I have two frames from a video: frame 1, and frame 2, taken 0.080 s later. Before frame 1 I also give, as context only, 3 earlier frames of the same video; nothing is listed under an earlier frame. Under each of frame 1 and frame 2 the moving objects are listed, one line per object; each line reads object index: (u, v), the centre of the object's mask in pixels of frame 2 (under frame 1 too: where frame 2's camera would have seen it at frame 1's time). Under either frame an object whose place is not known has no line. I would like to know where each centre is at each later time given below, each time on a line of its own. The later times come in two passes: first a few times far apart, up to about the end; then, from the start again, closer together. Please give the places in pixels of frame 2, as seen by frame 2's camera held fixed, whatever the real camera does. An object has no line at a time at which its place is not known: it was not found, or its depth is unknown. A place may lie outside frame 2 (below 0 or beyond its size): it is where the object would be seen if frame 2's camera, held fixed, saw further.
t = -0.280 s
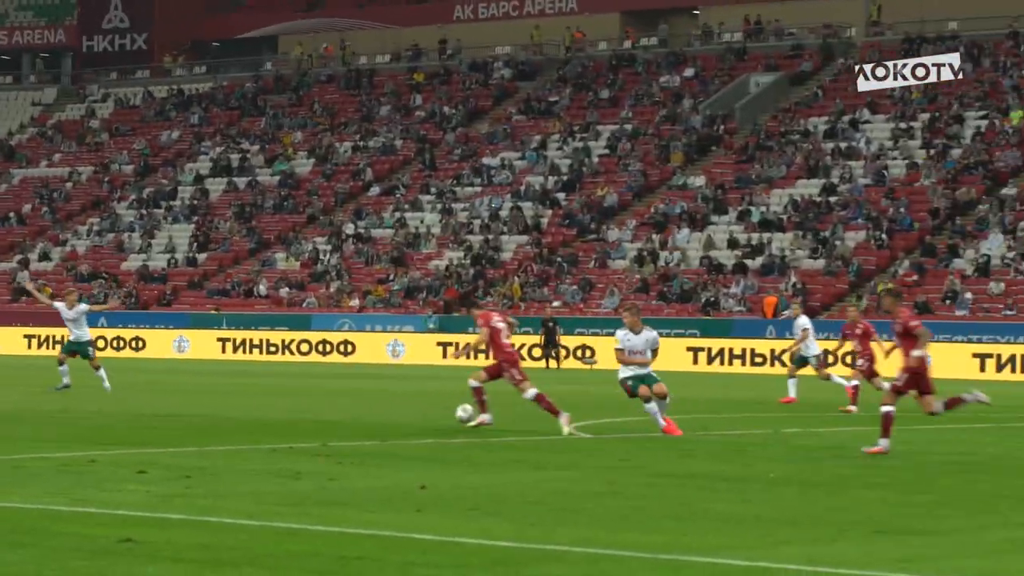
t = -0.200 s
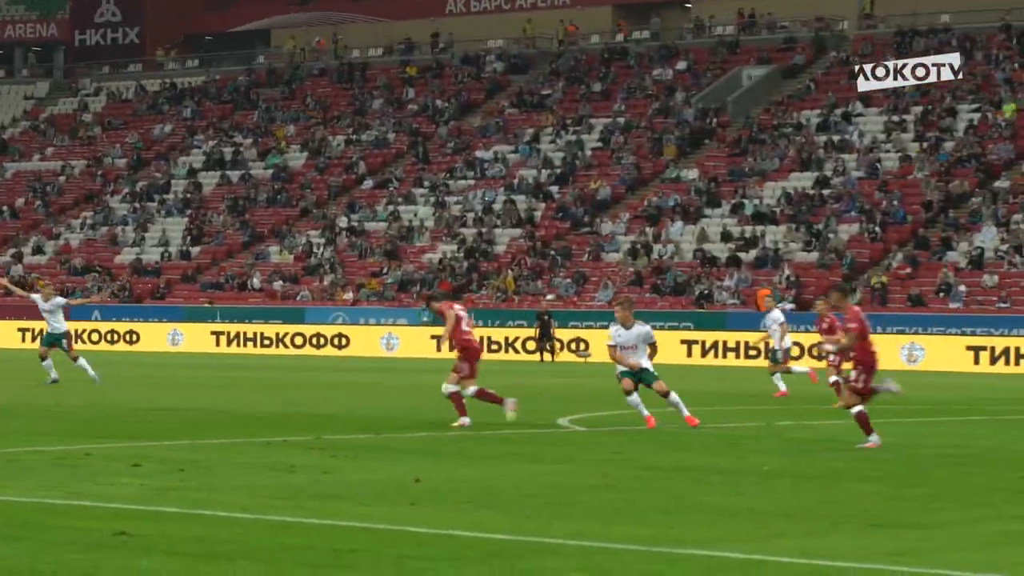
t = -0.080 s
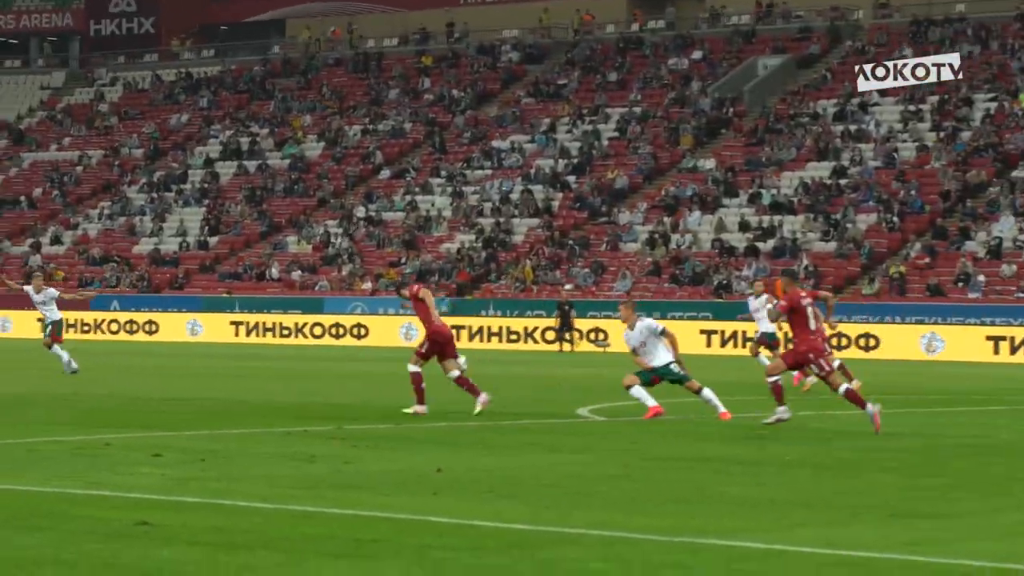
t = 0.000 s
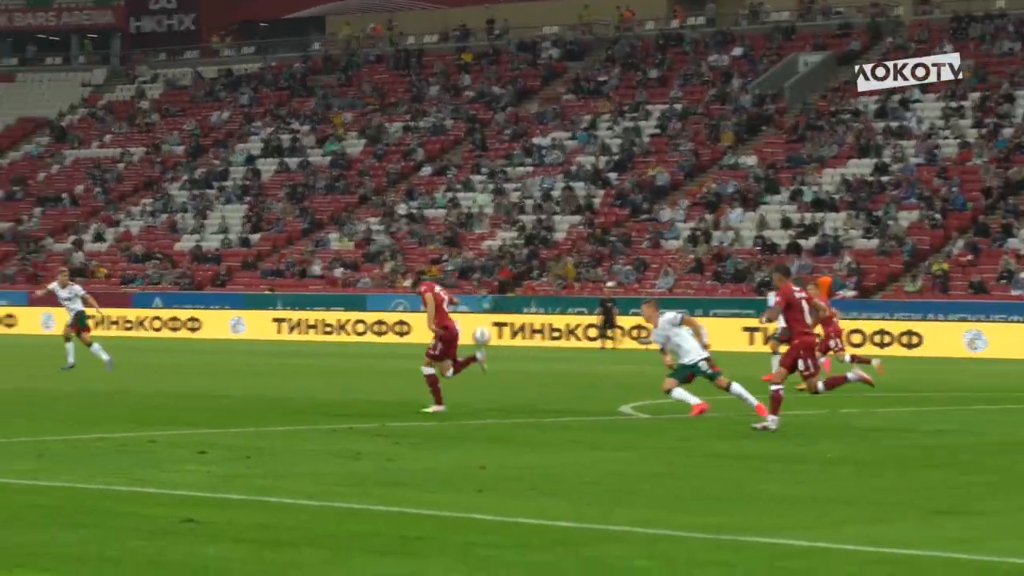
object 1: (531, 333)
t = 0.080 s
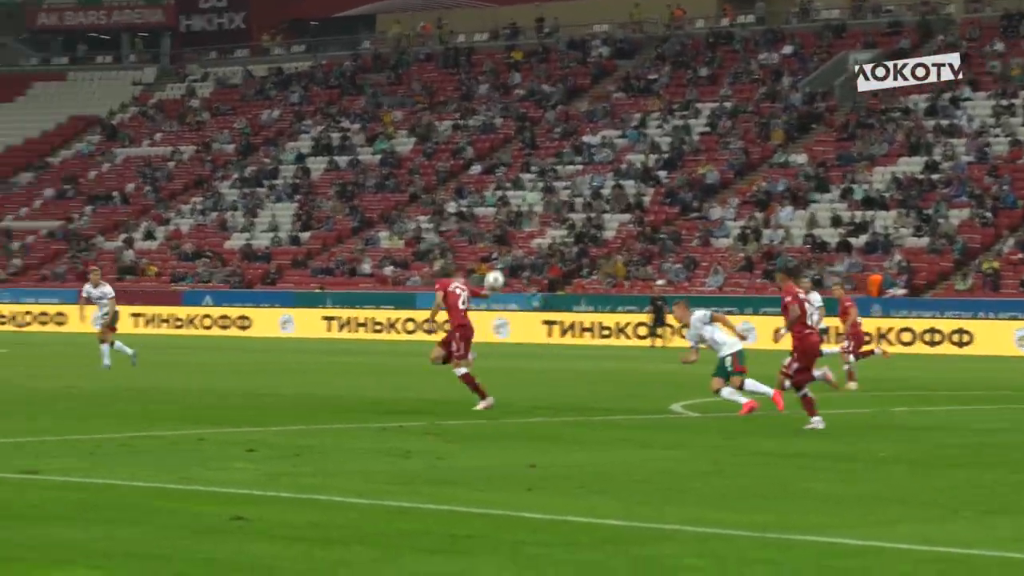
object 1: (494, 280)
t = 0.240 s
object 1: (424, 191)
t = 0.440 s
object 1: (344, 109)
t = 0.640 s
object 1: (267, 61)
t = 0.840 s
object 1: (195, 45)
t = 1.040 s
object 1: (123, 63)
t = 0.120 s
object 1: (476, 255)
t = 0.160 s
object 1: (459, 232)
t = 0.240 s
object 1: (424, 191)
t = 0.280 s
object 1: (408, 172)
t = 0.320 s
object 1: (392, 155)
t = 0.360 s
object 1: (376, 137)
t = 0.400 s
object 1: (360, 123)
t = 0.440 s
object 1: (344, 109)
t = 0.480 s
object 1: (329, 97)
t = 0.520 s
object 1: (313, 85)
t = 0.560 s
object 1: (298, 76)
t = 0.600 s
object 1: (282, 68)
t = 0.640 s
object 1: (267, 61)
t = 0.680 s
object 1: (253, 55)
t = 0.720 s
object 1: (238, 51)
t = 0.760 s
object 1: (223, 47)
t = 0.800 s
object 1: (209, 46)
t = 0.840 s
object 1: (195, 45)
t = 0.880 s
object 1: (181, 46)
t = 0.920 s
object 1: (167, 47)
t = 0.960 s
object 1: (152, 50)
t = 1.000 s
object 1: (136, 55)
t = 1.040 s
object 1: (123, 63)
